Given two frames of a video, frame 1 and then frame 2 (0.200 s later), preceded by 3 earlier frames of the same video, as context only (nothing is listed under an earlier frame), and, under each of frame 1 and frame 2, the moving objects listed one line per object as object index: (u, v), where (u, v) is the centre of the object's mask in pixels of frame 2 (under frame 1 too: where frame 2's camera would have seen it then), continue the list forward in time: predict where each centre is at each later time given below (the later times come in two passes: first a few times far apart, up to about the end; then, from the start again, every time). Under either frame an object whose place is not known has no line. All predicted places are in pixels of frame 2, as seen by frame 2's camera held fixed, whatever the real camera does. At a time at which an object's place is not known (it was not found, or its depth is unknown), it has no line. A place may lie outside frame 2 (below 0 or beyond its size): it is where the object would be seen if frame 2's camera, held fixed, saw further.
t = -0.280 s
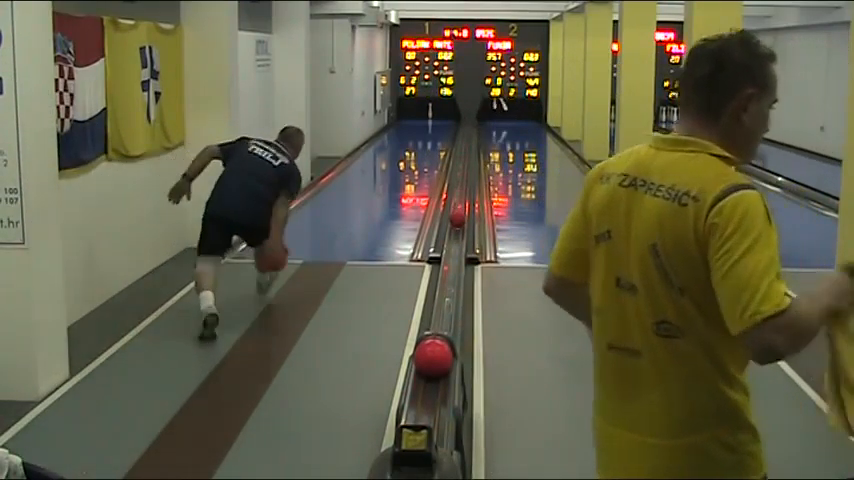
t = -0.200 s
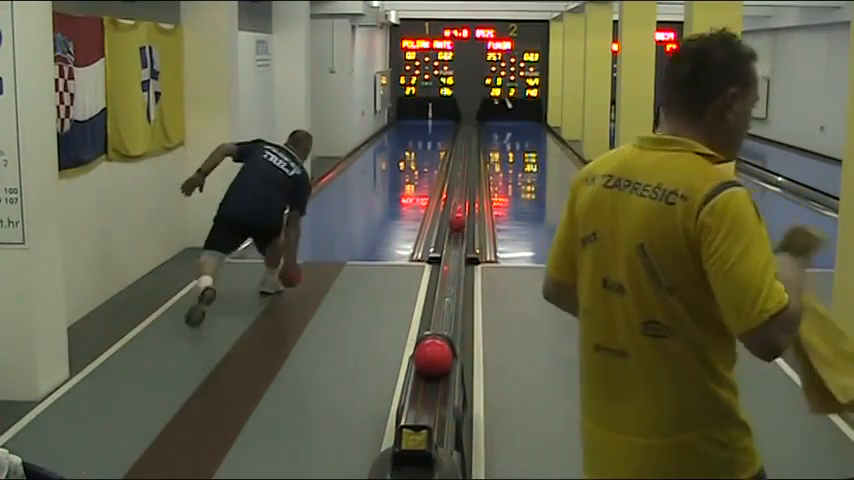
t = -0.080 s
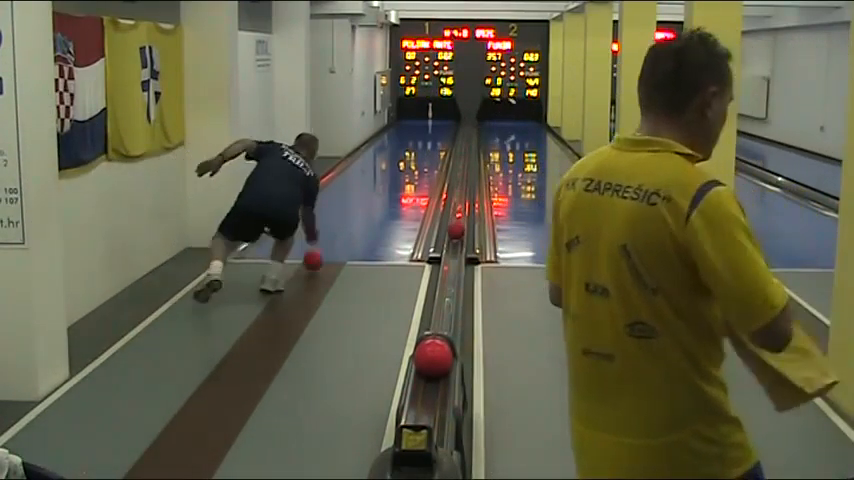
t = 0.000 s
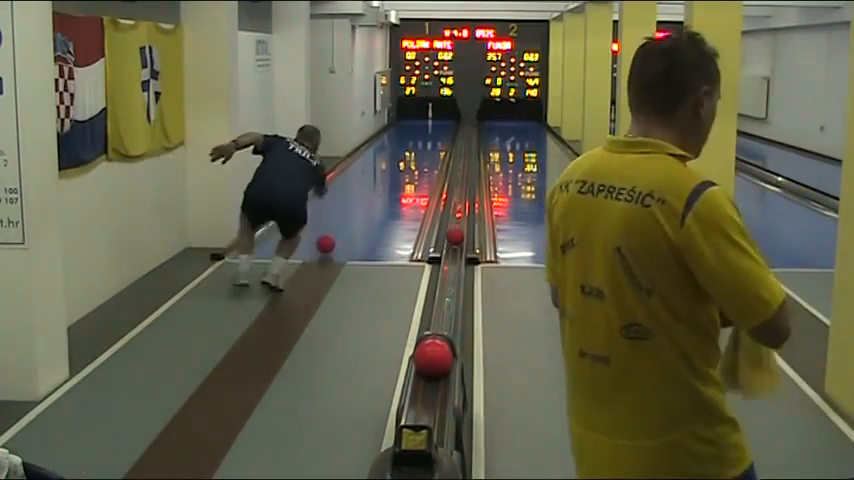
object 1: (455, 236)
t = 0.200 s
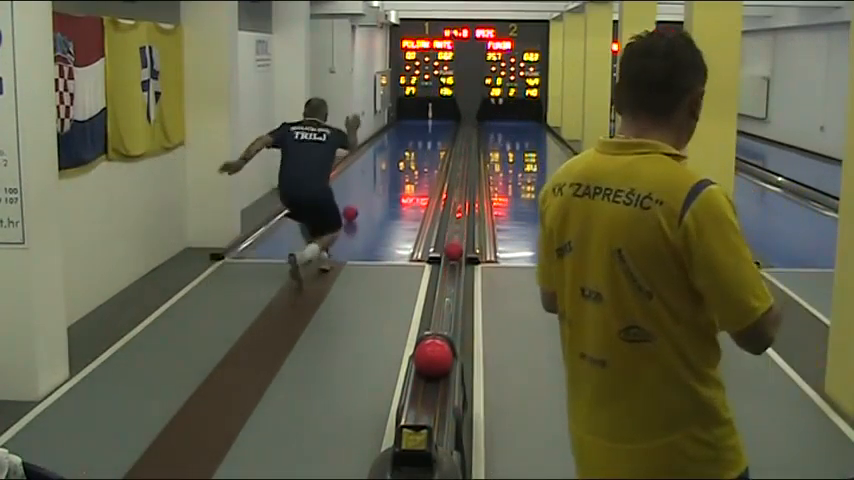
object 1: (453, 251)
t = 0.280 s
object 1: (452, 258)
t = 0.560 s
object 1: (449, 285)
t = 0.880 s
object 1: (446, 323)
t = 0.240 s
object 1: (453, 254)
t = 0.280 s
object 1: (452, 258)
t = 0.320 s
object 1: (452, 262)
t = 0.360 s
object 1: (452, 265)
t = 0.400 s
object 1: (451, 268)
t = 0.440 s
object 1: (451, 273)
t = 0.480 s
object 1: (450, 276)
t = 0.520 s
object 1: (449, 281)
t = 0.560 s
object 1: (449, 285)
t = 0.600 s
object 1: (449, 290)
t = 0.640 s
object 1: (448, 295)
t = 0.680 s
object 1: (448, 299)
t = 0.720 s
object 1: (447, 304)
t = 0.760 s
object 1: (446, 309)
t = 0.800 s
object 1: (446, 316)
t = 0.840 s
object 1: (446, 319)
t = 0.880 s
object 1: (446, 323)
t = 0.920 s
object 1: (446, 327)
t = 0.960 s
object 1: (447, 330)
